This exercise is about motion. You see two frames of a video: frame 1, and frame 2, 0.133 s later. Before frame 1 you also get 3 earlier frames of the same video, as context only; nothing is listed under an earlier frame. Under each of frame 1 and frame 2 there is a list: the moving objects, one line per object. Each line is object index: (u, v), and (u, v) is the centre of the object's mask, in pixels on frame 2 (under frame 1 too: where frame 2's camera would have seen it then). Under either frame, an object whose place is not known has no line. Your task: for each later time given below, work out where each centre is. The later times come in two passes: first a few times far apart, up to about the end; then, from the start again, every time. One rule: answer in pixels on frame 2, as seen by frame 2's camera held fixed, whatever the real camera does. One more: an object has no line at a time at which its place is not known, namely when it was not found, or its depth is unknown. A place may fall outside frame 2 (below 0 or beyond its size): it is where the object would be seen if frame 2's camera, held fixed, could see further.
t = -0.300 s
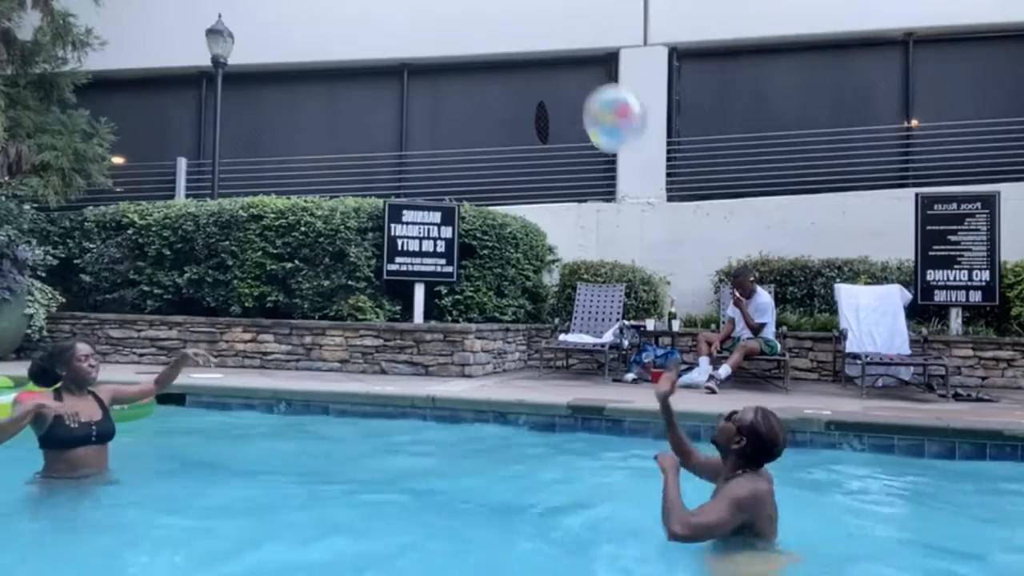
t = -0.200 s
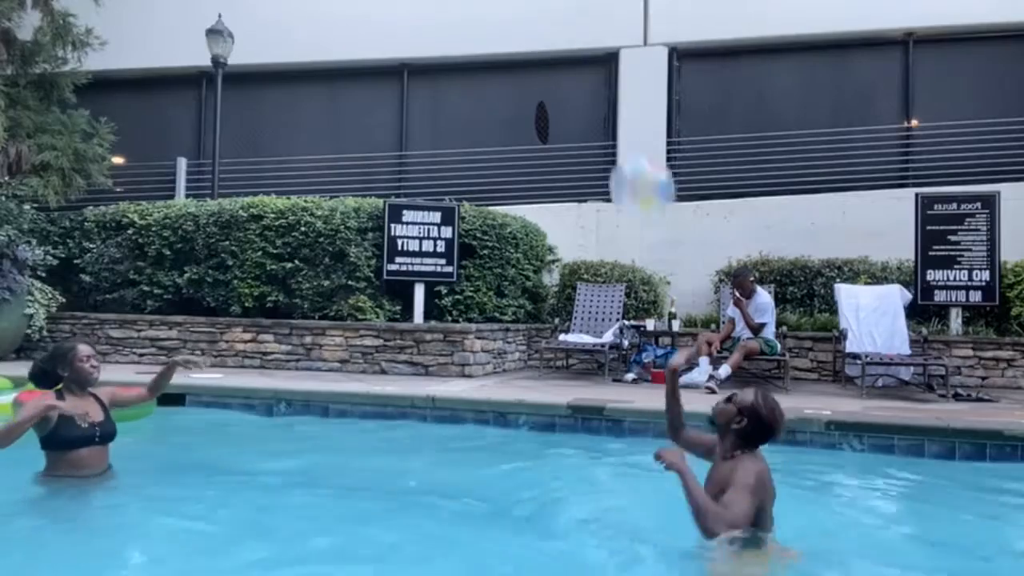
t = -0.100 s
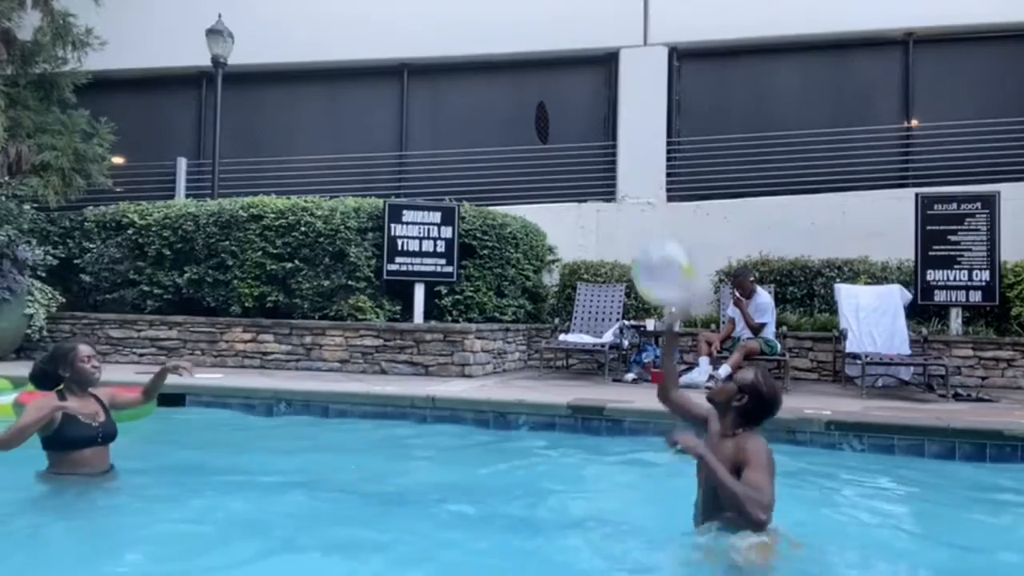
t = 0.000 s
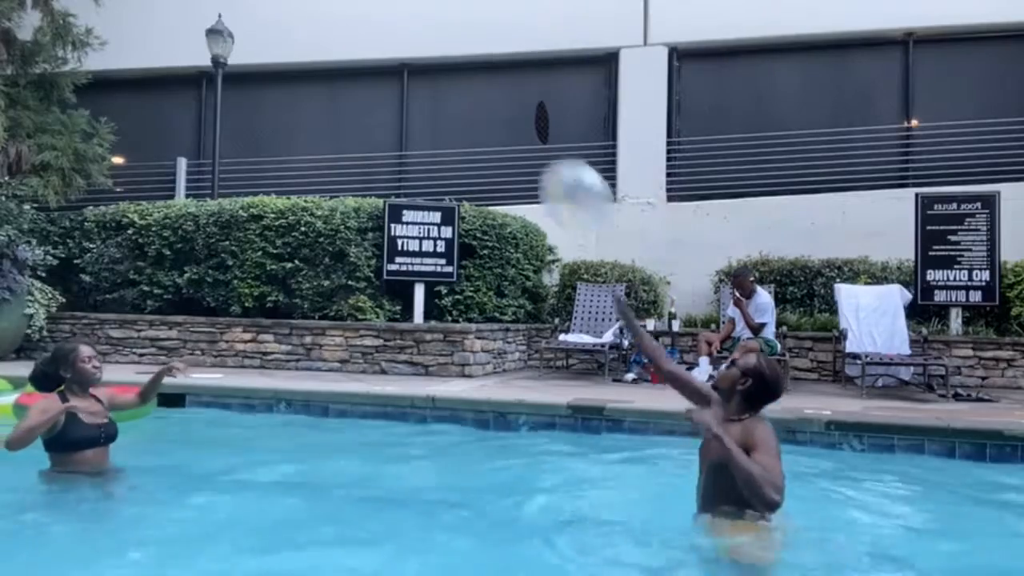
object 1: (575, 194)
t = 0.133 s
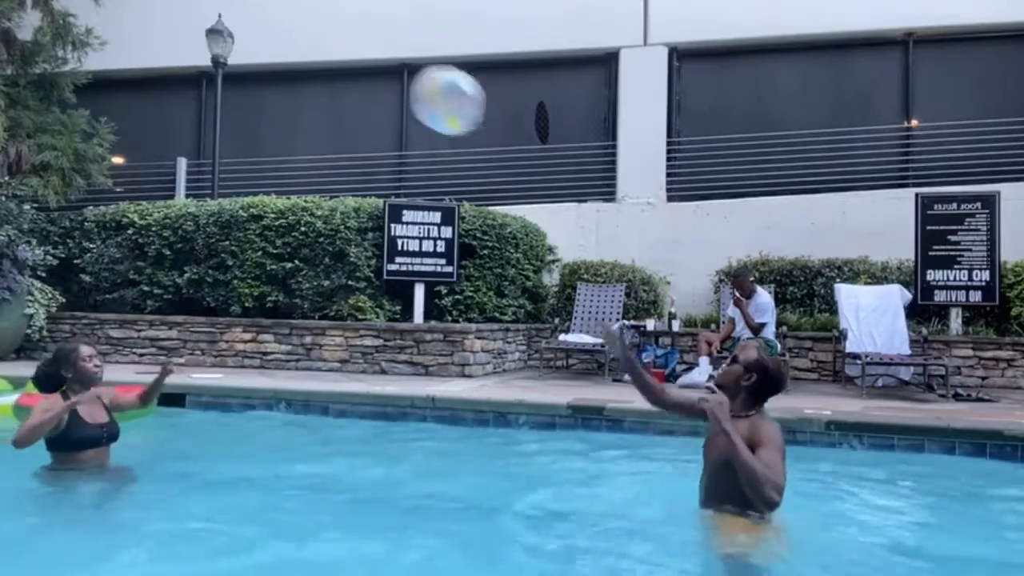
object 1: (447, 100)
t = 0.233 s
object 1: (366, 65)
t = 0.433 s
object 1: (239, 51)
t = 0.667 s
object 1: (123, 115)
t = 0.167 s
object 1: (419, 86)
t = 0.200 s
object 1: (392, 74)
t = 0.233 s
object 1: (366, 65)
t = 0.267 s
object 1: (341, 57)
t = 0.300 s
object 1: (320, 52)
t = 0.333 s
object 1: (298, 49)
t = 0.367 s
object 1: (278, 48)
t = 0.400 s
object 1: (258, 49)
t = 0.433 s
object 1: (239, 51)
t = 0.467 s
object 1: (221, 55)
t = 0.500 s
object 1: (205, 61)
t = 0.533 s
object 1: (187, 70)
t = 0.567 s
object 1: (170, 79)
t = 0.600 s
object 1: (154, 90)
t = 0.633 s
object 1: (138, 101)
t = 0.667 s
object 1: (123, 115)
